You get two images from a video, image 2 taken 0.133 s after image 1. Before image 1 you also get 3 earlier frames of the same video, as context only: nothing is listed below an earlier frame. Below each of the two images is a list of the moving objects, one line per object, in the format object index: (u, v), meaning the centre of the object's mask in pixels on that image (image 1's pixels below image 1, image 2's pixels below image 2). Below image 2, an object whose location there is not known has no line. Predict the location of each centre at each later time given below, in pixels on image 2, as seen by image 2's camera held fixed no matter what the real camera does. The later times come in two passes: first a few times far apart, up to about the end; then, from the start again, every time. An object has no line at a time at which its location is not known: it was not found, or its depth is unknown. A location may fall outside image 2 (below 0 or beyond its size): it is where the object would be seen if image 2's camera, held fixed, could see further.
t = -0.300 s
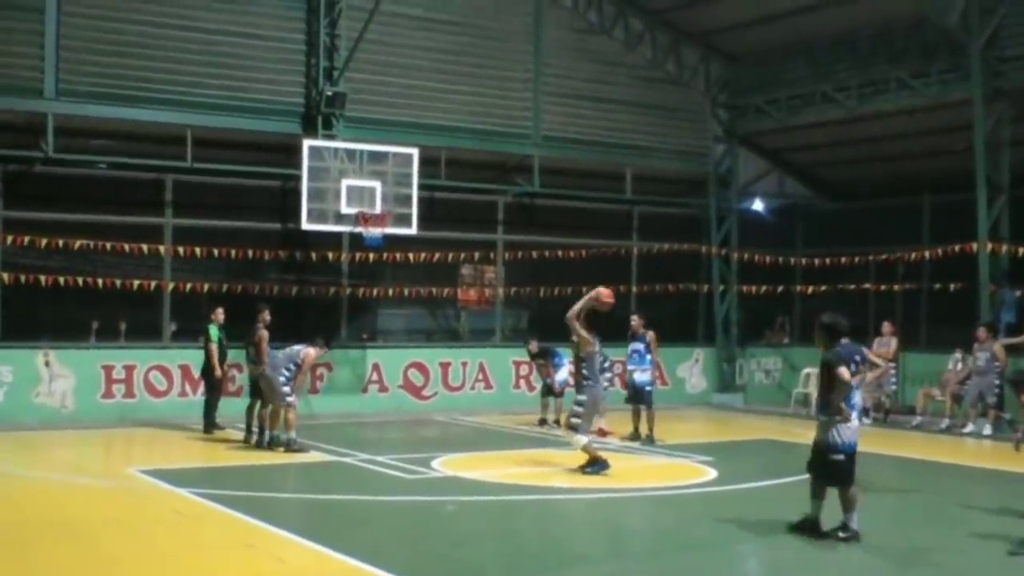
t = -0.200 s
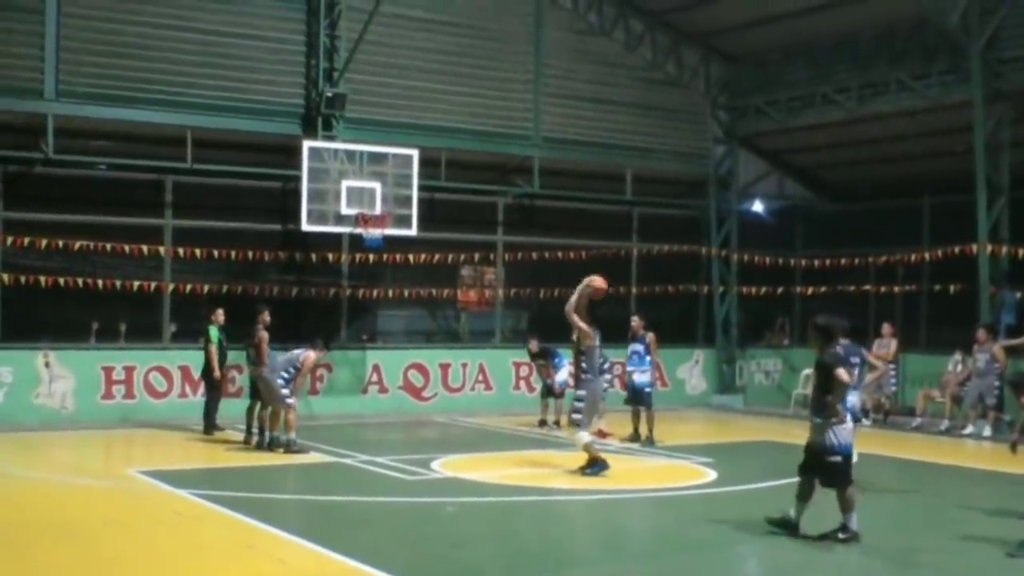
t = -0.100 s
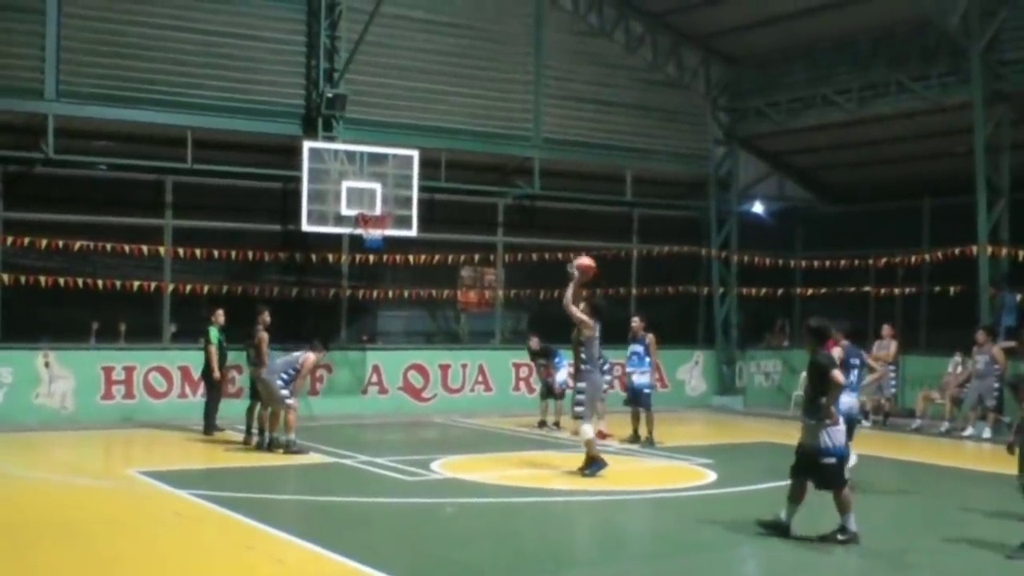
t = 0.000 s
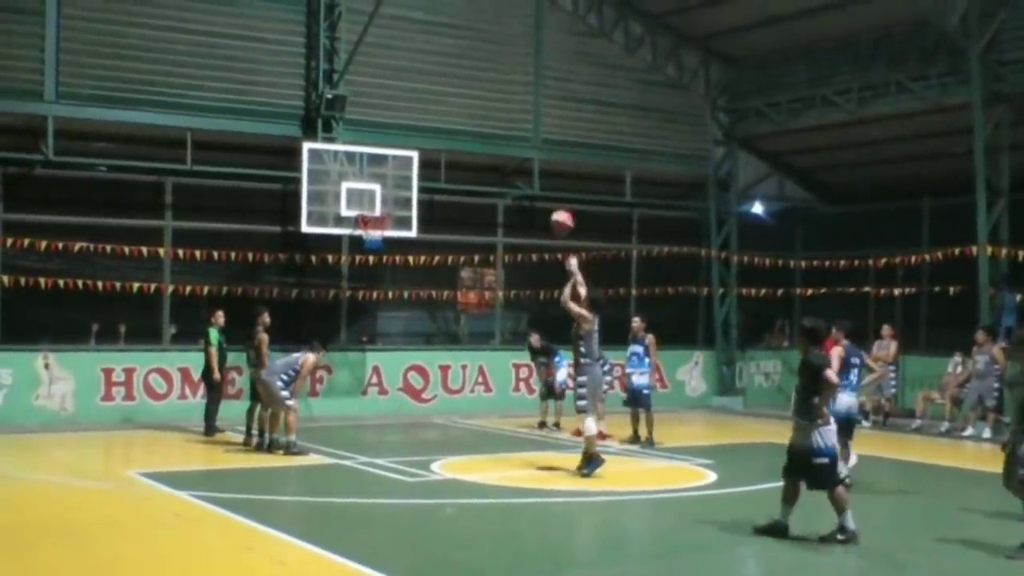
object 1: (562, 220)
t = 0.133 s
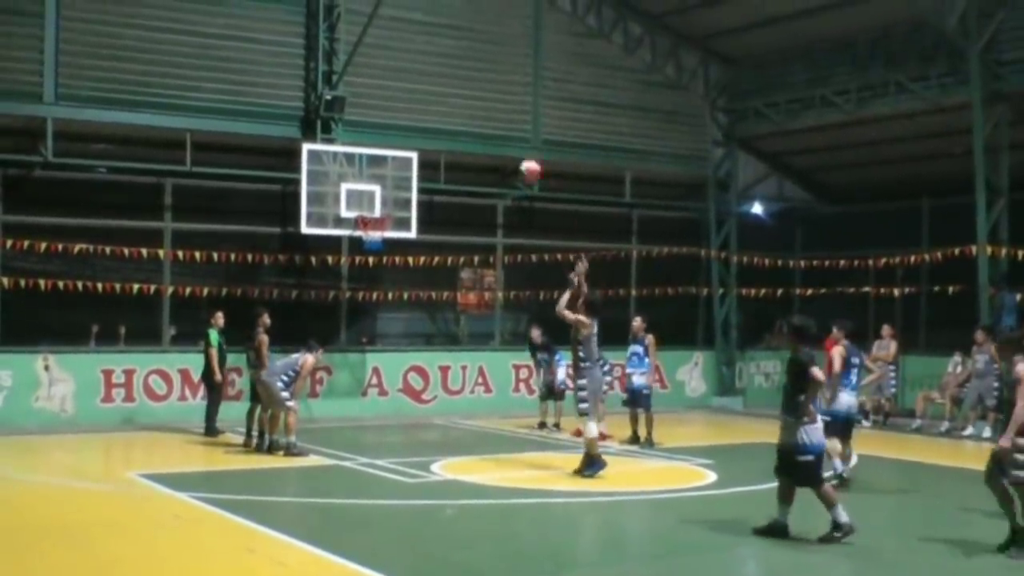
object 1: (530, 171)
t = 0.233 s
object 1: (509, 143)
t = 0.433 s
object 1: (468, 118)
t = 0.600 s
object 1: (437, 122)
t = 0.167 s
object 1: (523, 158)
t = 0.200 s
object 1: (516, 150)
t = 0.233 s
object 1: (509, 143)
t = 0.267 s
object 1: (502, 136)
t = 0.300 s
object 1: (494, 130)
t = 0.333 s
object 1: (488, 126)
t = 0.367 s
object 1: (481, 121)
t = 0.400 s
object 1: (474, 119)
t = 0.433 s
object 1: (468, 118)
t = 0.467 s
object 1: (462, 117)
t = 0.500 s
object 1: (456, 117)
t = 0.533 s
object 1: (449, 117)
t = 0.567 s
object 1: (444, 118)
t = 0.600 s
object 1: (437, 122)
